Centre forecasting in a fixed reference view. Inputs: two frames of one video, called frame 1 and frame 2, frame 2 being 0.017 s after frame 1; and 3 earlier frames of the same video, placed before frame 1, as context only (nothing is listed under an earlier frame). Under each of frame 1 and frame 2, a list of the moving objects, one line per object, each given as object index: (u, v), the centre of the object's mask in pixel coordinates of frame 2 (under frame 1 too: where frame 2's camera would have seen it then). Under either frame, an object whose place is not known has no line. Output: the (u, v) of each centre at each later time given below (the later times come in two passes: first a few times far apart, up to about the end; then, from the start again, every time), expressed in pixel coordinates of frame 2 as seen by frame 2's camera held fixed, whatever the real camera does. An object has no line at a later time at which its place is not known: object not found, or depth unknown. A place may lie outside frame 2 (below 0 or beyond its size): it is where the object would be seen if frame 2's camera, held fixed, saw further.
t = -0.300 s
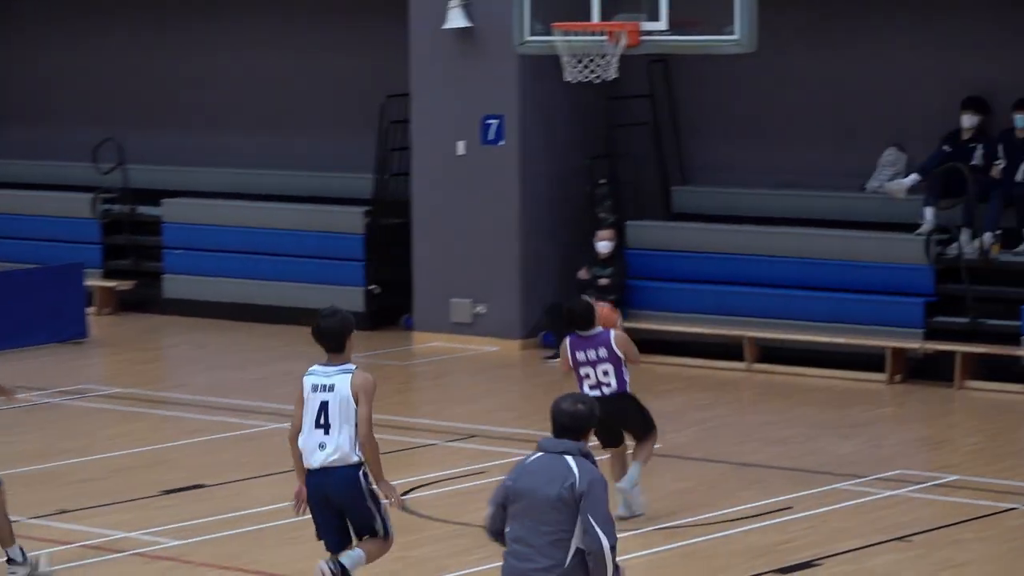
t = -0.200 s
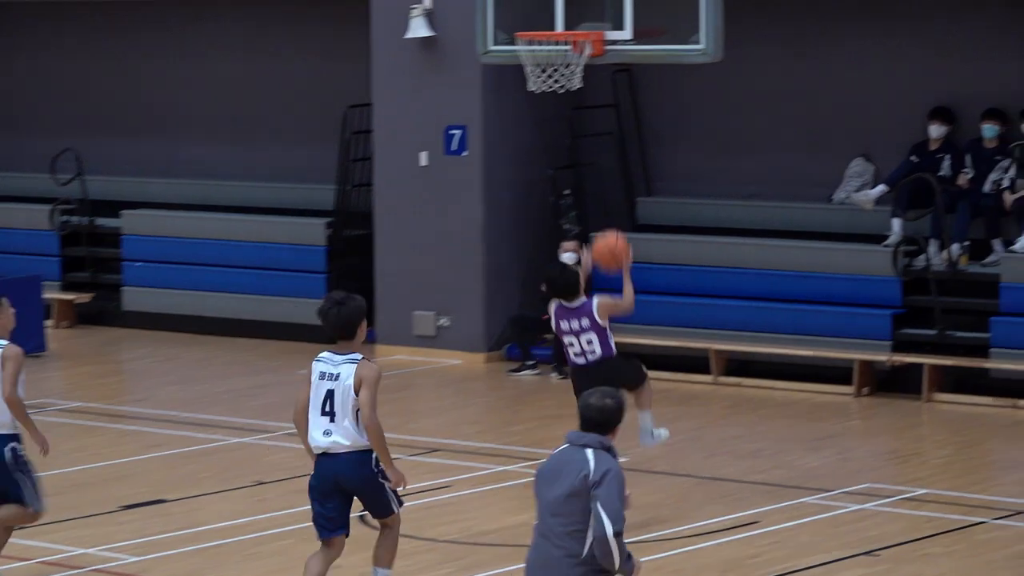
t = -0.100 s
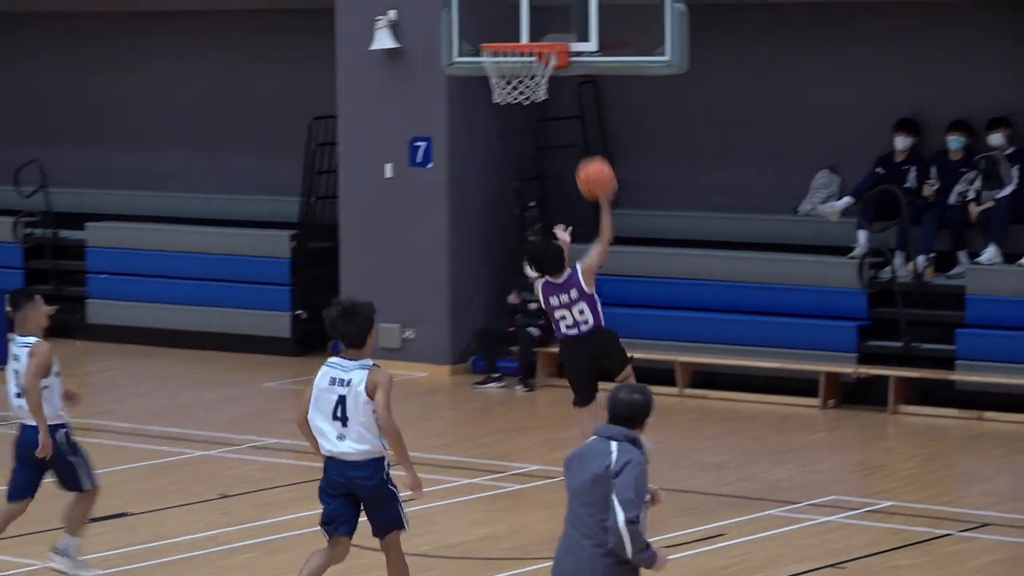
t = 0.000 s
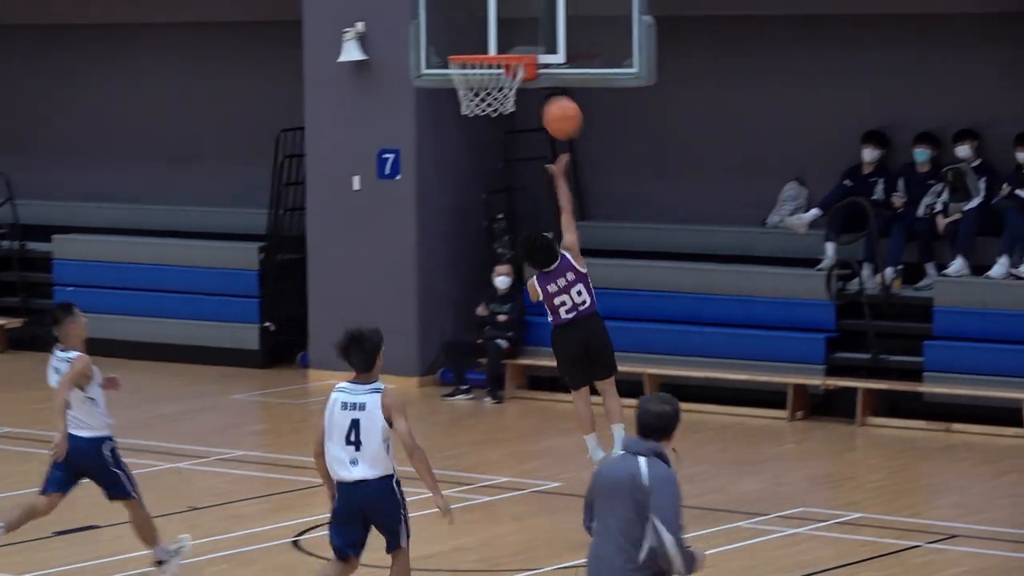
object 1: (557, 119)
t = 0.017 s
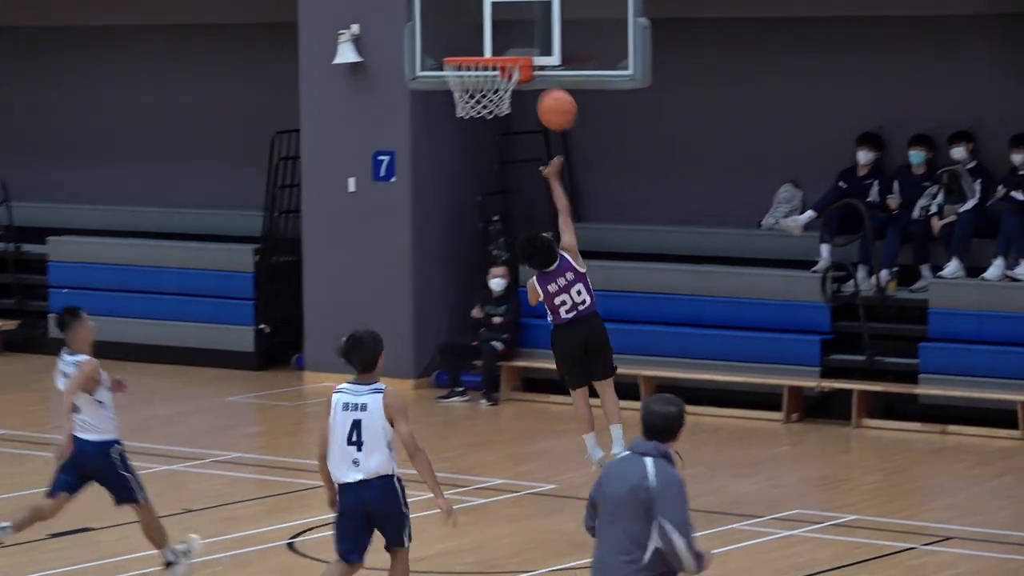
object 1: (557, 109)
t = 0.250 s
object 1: (549, 10)
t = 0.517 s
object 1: (517, 8)
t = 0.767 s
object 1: (475, 110)
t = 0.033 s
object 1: (556, 100)
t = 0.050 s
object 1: (555, 91)
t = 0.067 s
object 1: (556, 82)
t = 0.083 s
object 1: (554, 73)
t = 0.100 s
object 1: (554, 64)
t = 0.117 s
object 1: (553, 56)
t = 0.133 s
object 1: (552, 49)
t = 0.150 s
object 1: (552, 42)
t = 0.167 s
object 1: (551, 36)
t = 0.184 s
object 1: (550, 30)
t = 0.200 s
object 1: (550, 25)
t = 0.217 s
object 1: (549, 20)
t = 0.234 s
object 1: (549, 15)
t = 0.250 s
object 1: (549, 10)
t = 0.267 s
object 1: (548, 6)
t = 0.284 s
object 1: (548, 3)
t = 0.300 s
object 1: (547, 0)
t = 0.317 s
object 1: (547, -3)
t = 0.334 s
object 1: (546, -5)
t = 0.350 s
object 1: (545, -6)
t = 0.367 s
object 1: (542, -7)
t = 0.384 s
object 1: (539, -7)
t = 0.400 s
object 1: (536, -6)
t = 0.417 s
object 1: (533, -6)
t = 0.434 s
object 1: (531, -5)
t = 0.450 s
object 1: (528, -3)
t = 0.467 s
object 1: (525, -1)
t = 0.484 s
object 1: (522, 2)
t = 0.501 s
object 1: (519, 5)
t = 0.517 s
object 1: (517, 8)
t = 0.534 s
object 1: (514, 12)
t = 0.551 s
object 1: (511, 16)
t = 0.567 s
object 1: (508, 21)
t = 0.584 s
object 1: (506, 25)
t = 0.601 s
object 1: (503, 31)
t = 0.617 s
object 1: (500, 36)
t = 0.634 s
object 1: (497, 42)
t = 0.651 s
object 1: (494, 46)
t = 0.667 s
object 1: (491, 50)
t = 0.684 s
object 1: (489, 66)
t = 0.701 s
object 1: (485, 74)
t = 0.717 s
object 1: (483, 81)
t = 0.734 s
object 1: (481, 88)
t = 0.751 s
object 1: (478, 98)
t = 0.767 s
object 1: (475, 110)
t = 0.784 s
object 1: (472, 119)
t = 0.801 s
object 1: (469, 130)
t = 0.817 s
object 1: (467, 139)
